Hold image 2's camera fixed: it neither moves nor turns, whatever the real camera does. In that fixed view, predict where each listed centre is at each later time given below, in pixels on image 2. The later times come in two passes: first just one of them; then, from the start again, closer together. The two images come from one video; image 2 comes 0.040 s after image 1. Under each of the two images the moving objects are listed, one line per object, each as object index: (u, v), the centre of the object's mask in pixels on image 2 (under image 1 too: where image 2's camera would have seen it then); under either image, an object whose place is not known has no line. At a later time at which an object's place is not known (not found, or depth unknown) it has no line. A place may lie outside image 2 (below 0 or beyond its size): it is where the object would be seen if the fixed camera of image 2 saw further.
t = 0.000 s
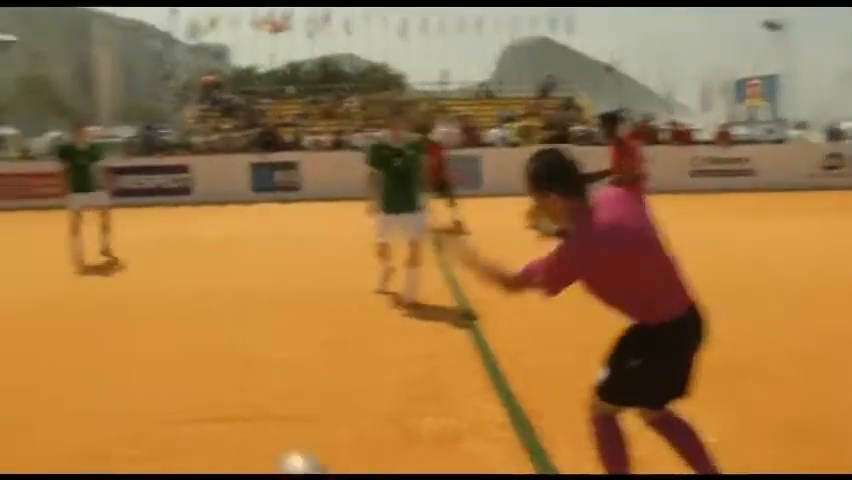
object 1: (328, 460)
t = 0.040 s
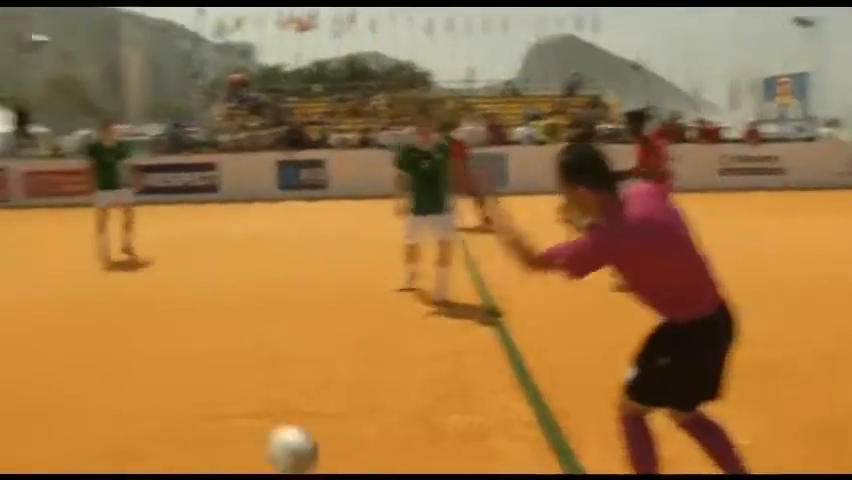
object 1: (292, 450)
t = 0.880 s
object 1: (-175, 386)
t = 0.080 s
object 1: (254, 432)
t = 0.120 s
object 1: (221, 417)
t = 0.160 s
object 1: (188, 406)
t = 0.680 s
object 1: (-106, 378)
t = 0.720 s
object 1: (-119, 377)
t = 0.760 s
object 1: (-135, 377)
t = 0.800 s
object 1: (-149, 380)
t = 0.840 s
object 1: (-163, 386)
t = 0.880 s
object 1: (-175, 386)
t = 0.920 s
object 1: (-190, 376)
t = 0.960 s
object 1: (-202, 370)
